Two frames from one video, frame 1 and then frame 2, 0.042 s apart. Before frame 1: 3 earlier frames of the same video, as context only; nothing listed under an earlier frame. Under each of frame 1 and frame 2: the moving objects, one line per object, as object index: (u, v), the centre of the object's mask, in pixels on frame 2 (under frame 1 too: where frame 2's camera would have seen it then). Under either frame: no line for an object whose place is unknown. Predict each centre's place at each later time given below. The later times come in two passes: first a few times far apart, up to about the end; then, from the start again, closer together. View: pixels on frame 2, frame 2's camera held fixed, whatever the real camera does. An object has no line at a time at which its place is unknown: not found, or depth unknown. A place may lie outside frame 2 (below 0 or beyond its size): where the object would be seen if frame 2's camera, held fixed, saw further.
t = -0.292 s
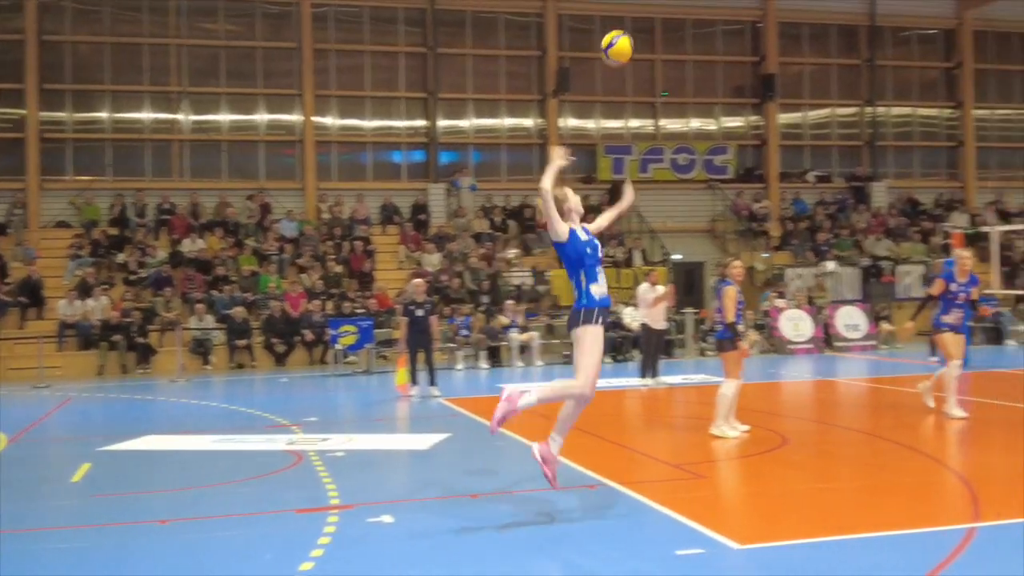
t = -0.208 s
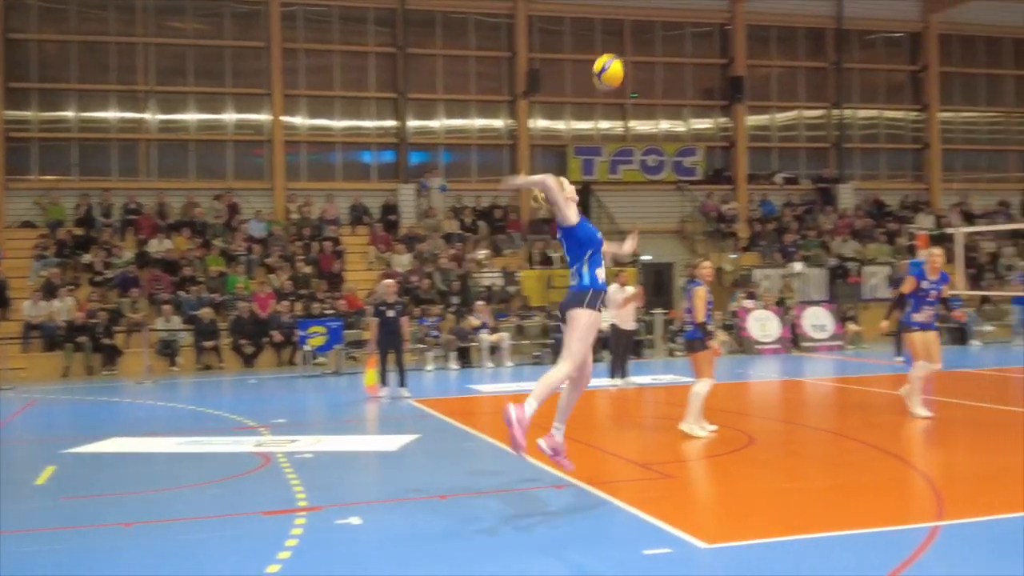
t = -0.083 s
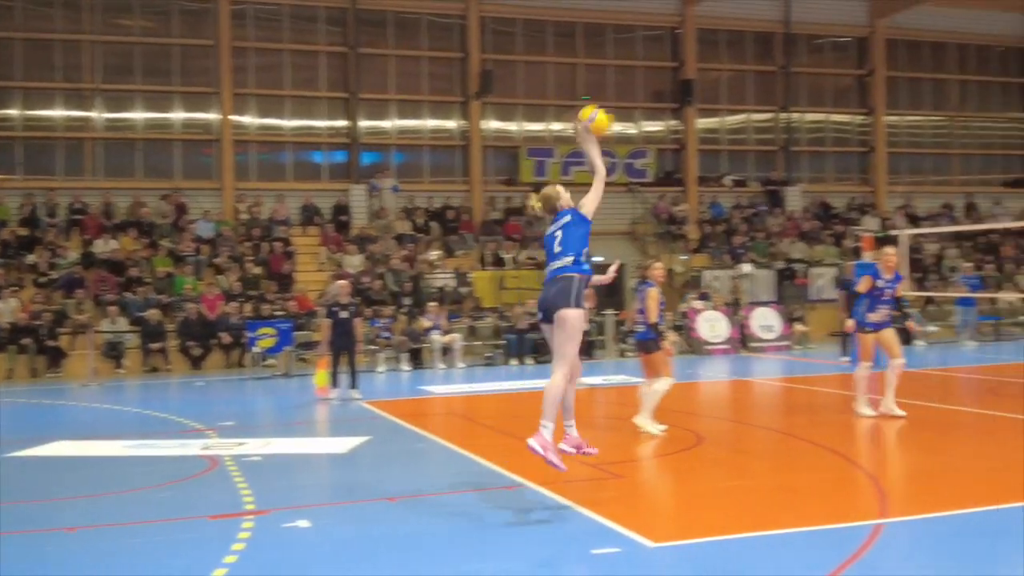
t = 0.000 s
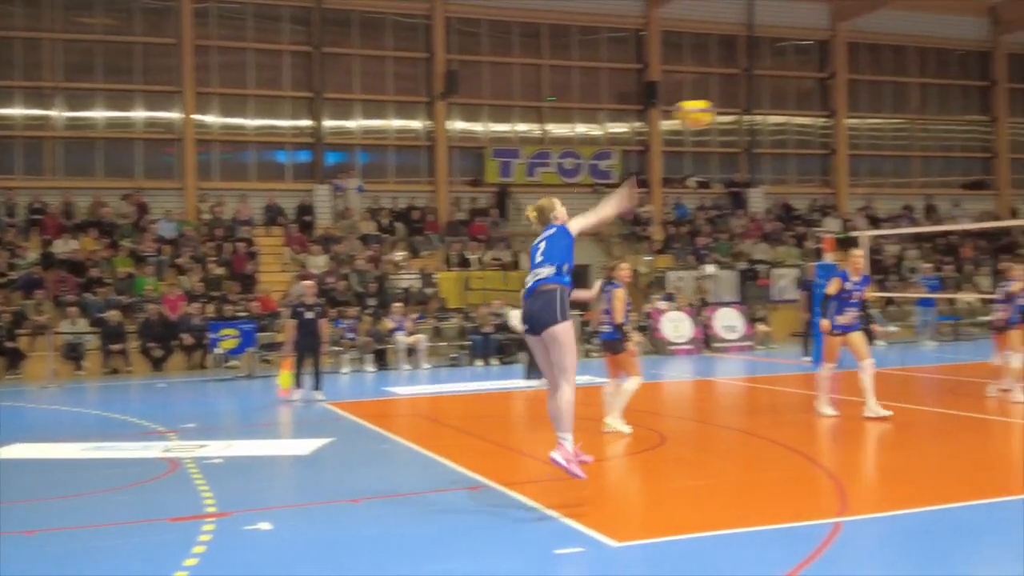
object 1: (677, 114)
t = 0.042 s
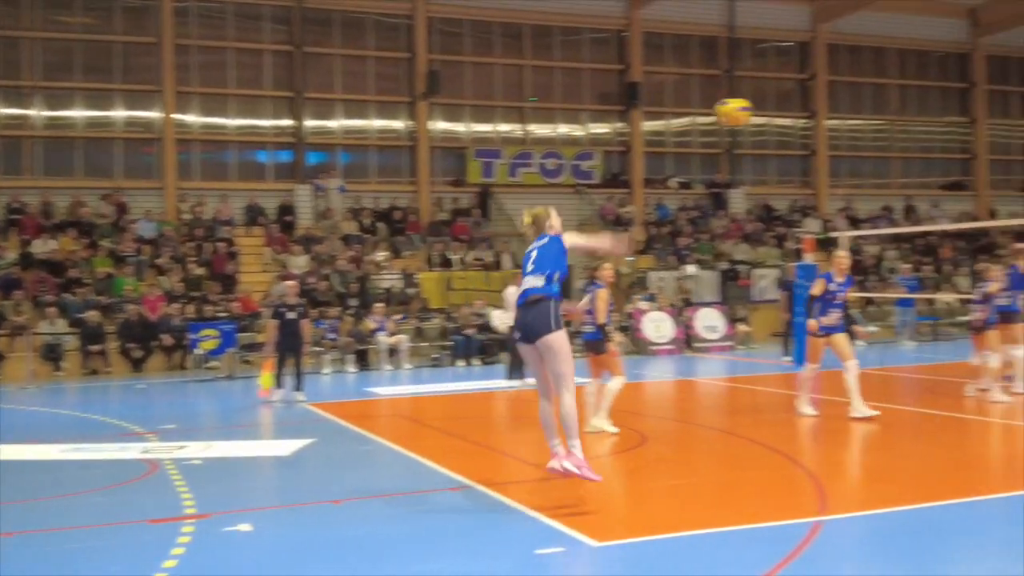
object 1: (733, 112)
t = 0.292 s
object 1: (982, 123)
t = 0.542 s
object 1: (1127, 184)
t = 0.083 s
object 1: (787, 110)
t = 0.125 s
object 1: (832, 110)
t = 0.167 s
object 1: (876, 111)
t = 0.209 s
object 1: (914, 113)
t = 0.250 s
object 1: (949, 117)
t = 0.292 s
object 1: (982, 123)
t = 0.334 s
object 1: (1008, 131)
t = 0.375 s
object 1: (1038, 138)
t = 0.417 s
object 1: (1064, 148)
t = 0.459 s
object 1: (1090, 158)
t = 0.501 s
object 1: (1105, 171)
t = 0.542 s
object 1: (1127, 184)
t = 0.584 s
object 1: (1147, 196)
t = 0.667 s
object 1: (1186, 226)
